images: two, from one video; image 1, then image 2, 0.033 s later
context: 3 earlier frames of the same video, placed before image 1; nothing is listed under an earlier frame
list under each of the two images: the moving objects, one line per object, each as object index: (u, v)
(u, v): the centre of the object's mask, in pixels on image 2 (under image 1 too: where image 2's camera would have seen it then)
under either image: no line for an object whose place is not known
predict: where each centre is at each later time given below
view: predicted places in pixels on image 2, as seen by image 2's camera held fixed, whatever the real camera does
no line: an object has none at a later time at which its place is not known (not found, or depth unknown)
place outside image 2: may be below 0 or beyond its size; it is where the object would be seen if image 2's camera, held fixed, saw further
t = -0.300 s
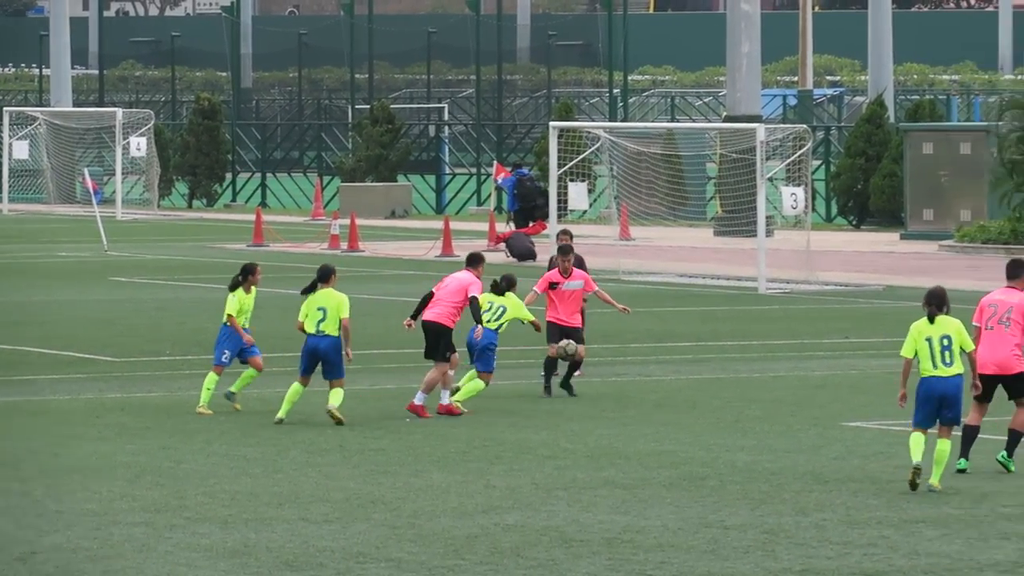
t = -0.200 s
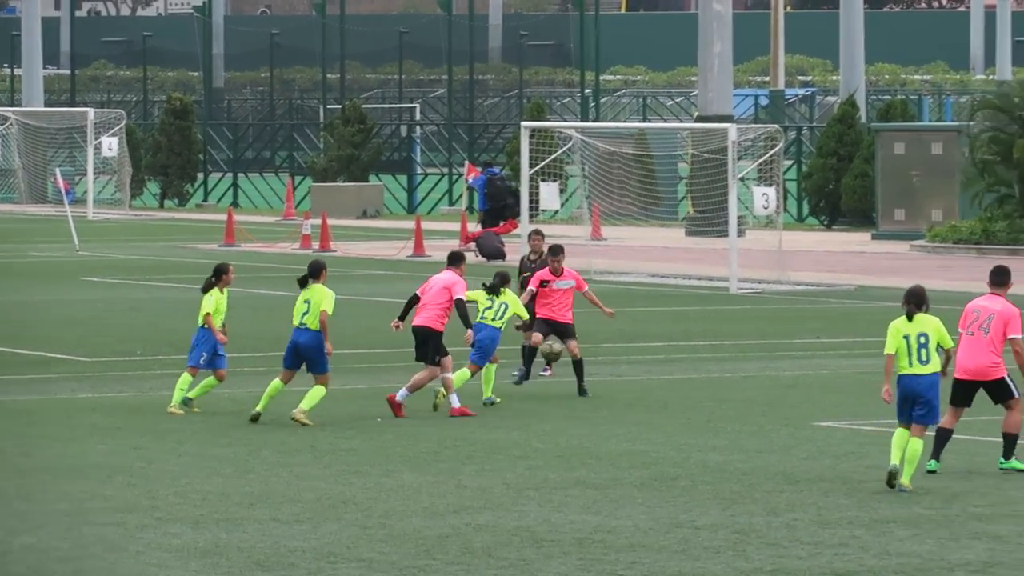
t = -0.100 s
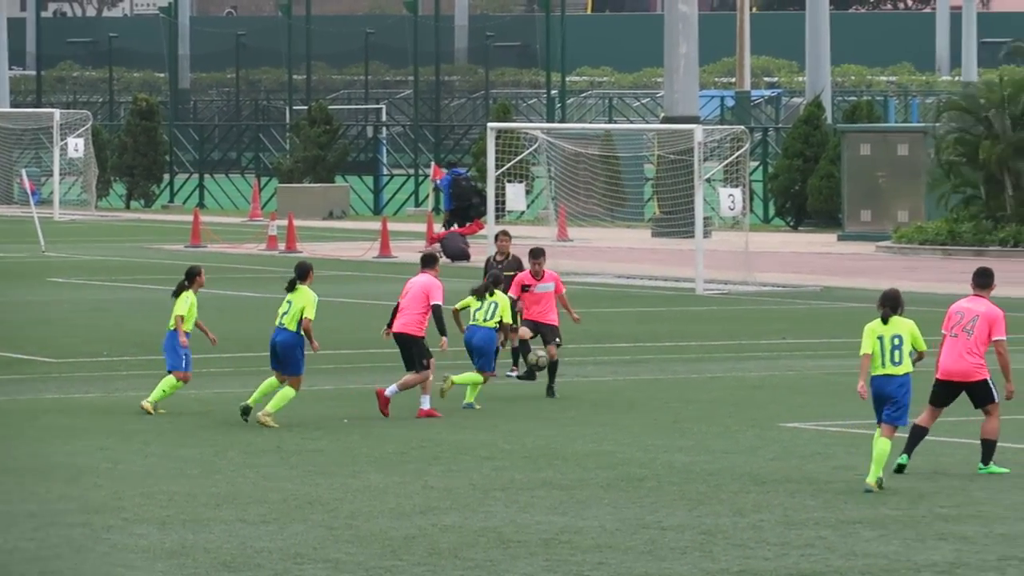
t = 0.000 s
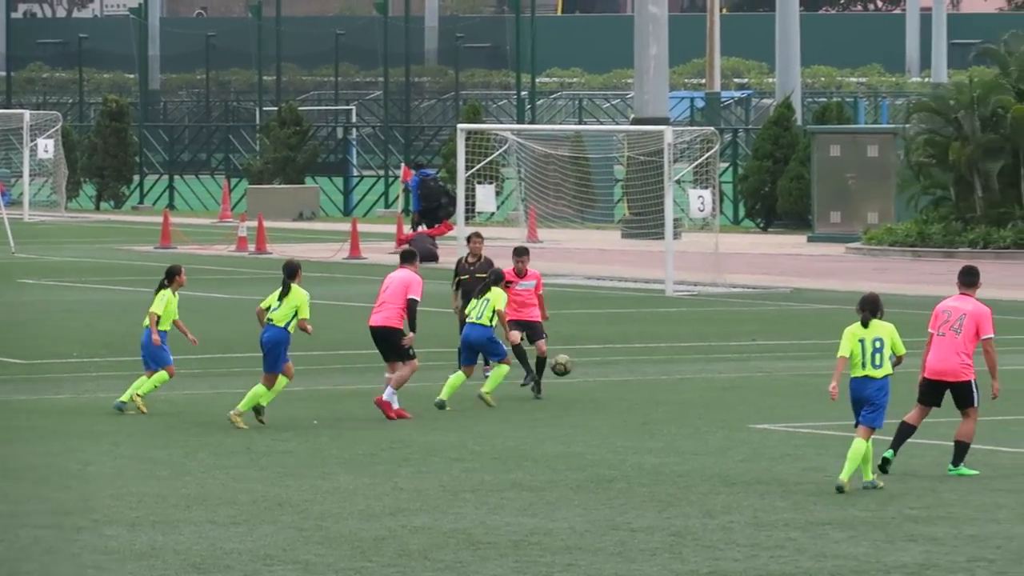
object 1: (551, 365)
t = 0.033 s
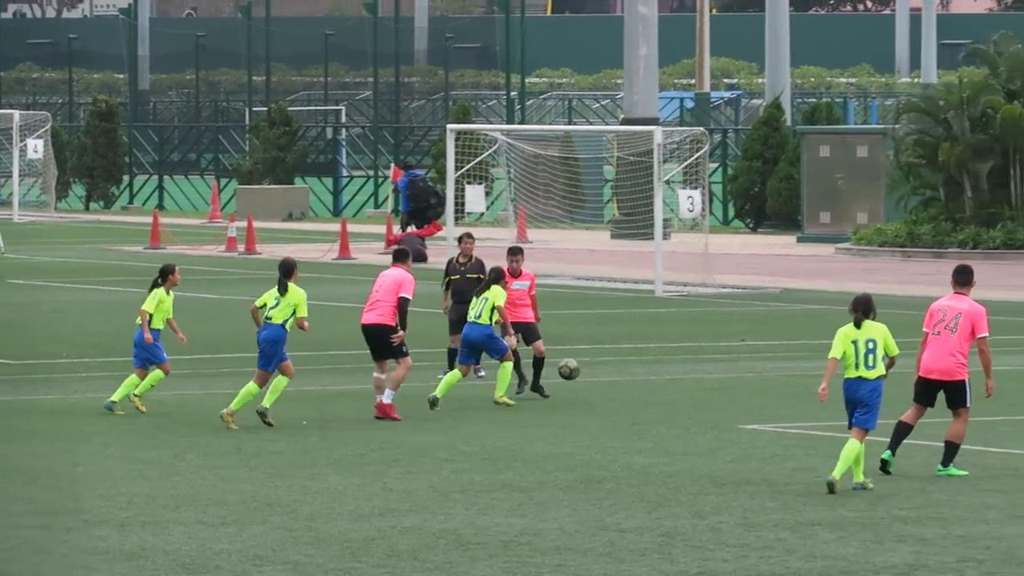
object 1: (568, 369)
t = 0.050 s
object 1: (577, 371)
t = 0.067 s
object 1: (586, 373)
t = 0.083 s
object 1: (594, 376)
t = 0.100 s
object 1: (603, 379)
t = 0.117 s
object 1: (612, 382)
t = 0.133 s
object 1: (620, 386)
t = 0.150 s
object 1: (629, 390)
